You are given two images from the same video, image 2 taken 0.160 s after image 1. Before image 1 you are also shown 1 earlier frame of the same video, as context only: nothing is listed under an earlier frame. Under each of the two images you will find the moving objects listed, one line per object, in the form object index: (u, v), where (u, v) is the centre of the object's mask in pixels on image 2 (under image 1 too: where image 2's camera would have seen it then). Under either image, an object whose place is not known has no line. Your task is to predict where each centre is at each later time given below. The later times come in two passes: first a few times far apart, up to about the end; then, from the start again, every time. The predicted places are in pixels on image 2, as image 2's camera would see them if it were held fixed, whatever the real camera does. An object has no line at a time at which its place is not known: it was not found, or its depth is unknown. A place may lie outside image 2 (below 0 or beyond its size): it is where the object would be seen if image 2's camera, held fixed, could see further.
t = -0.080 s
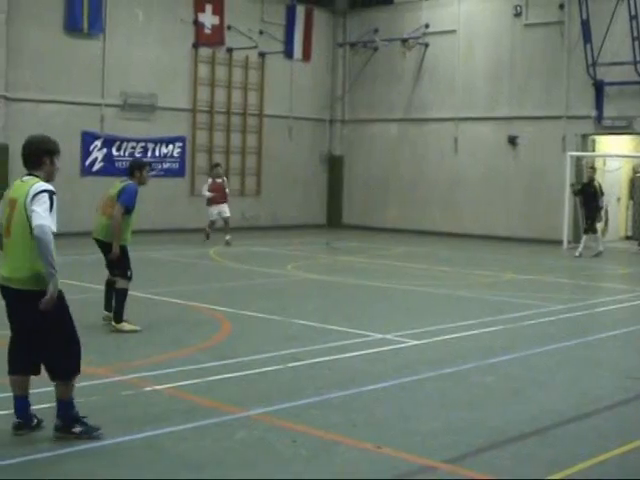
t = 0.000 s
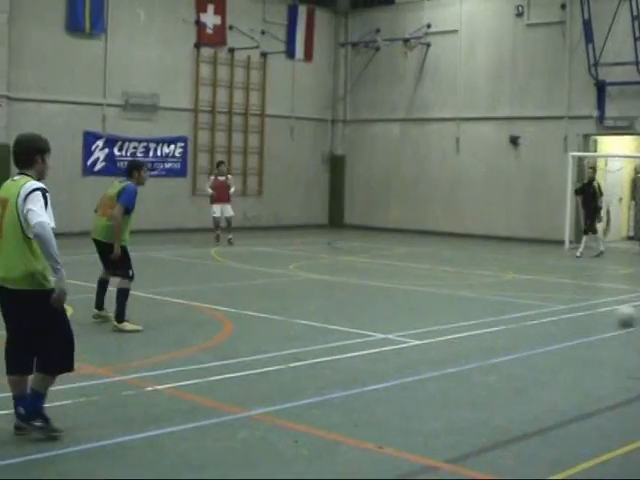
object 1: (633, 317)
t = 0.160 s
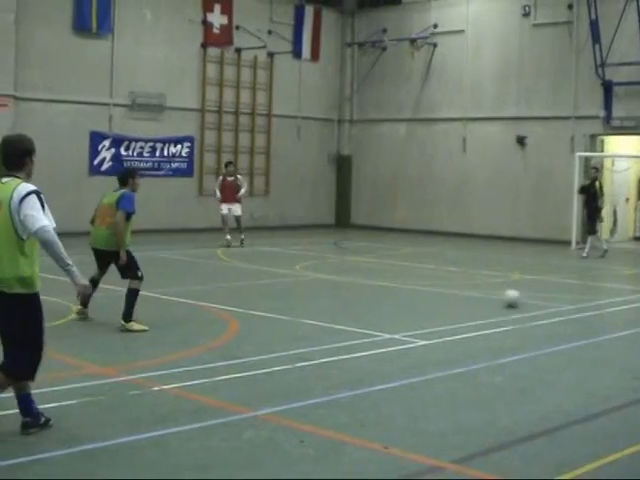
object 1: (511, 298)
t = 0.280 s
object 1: (441, 288)
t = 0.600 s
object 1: (307, 268)
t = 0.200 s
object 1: (486, 295)
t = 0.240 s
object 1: (463, 291)
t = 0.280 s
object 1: (441, 288)
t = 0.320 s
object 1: (421, 285)
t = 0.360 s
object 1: (401, 283)
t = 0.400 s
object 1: (383, 280)
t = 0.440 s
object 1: (366, 276)
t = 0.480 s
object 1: (351, 274)
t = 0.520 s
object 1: (336, 272)
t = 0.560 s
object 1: (322, 270)
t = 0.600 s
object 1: (307, 268)
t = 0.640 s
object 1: (296, 266)
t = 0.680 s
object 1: (285, 264)
